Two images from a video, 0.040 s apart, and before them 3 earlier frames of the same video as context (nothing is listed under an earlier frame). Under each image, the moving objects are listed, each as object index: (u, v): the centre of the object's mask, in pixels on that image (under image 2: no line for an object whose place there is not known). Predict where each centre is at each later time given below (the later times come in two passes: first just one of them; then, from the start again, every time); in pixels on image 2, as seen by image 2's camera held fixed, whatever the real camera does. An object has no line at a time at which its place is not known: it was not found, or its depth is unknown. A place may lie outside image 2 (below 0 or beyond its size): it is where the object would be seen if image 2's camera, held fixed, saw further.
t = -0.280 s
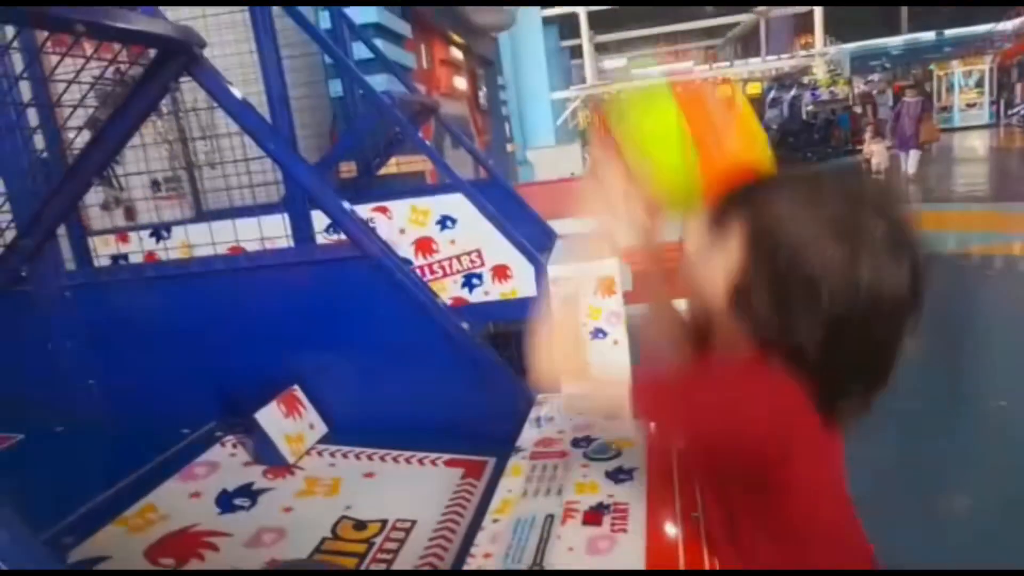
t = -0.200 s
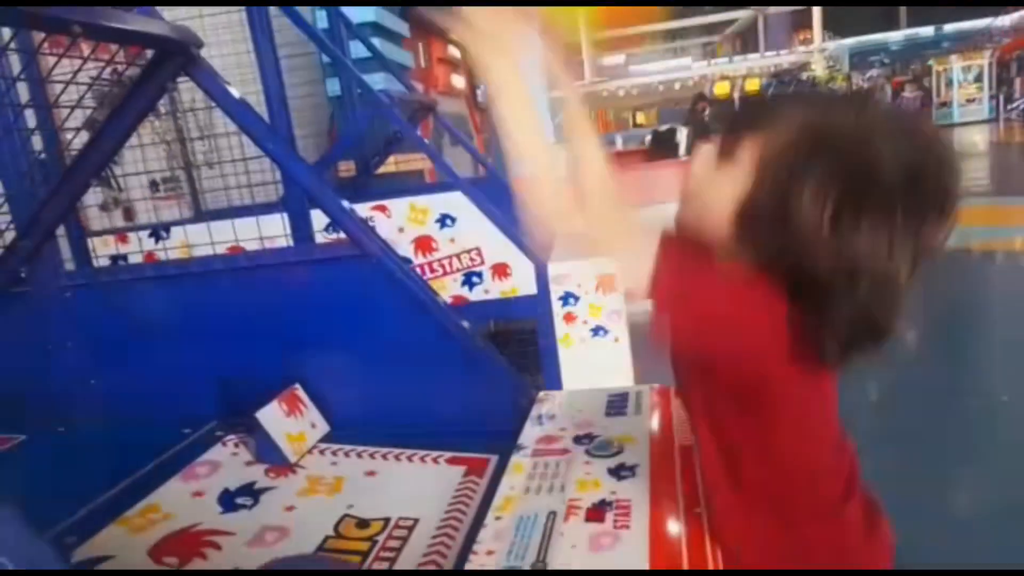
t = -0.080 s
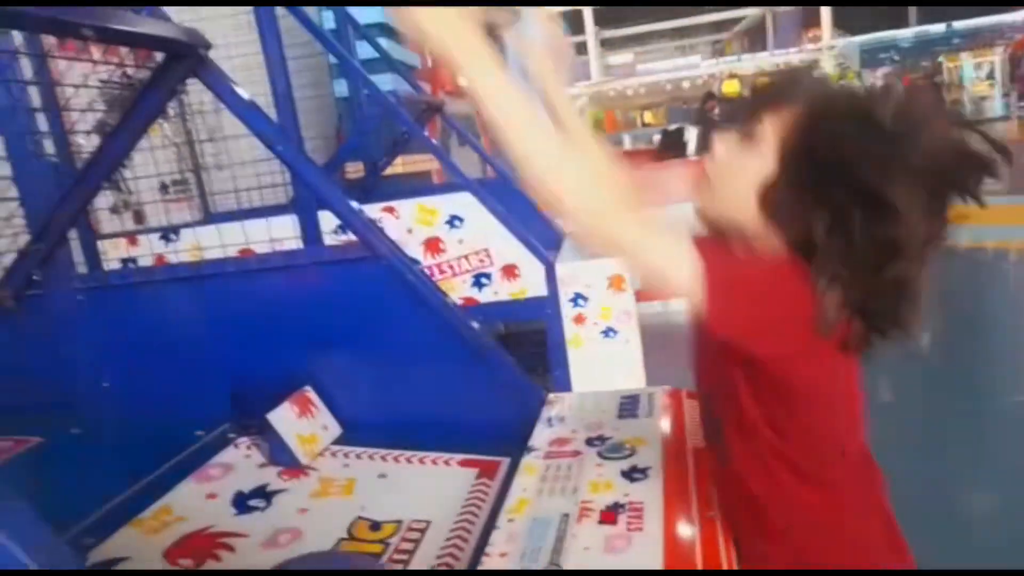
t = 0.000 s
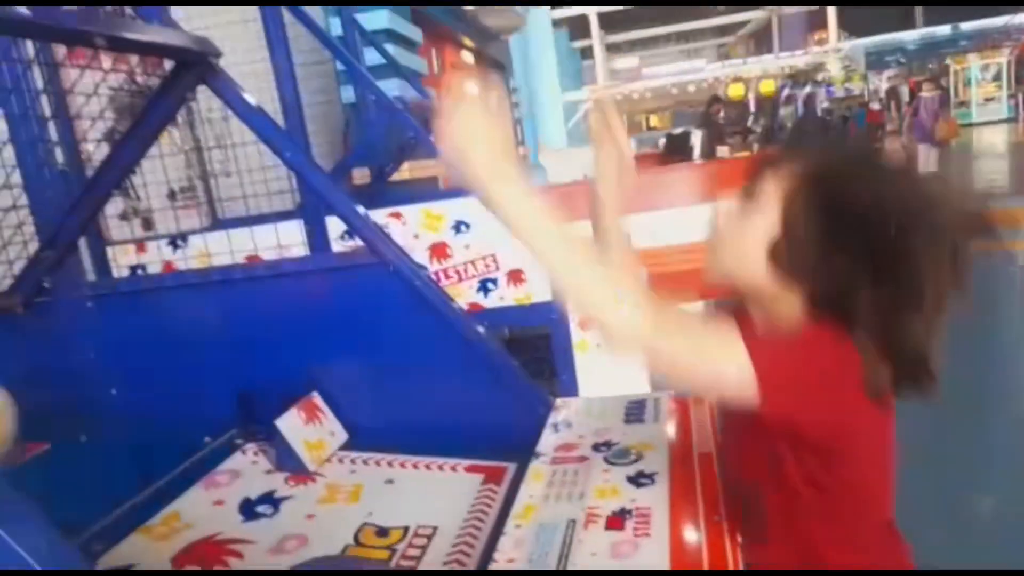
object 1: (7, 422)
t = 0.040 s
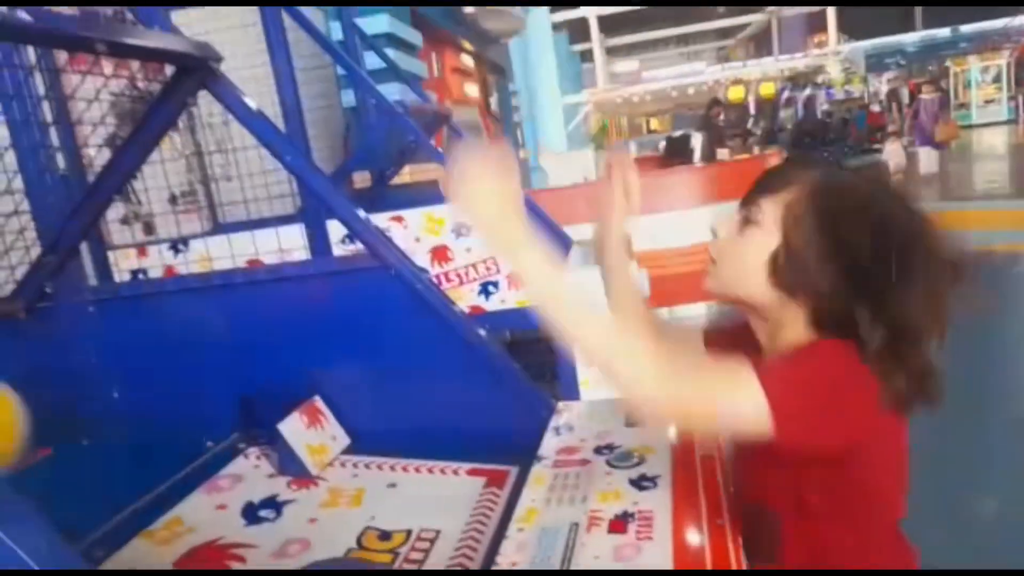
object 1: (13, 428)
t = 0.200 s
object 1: (27, 425)
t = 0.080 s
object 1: (15, 429)
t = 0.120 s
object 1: (19, 429)
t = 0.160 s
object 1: (22, 427)
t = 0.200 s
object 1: (27, 425)
